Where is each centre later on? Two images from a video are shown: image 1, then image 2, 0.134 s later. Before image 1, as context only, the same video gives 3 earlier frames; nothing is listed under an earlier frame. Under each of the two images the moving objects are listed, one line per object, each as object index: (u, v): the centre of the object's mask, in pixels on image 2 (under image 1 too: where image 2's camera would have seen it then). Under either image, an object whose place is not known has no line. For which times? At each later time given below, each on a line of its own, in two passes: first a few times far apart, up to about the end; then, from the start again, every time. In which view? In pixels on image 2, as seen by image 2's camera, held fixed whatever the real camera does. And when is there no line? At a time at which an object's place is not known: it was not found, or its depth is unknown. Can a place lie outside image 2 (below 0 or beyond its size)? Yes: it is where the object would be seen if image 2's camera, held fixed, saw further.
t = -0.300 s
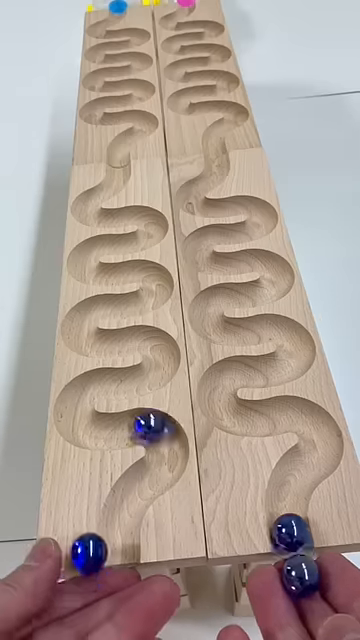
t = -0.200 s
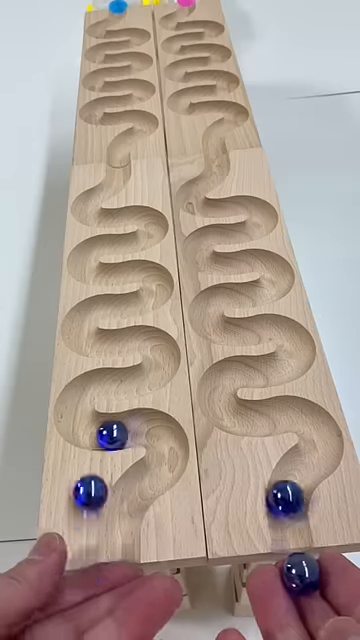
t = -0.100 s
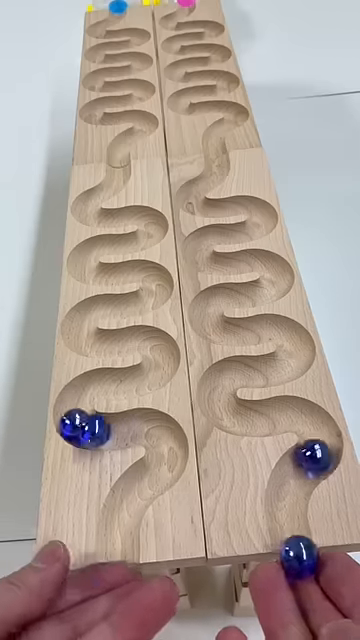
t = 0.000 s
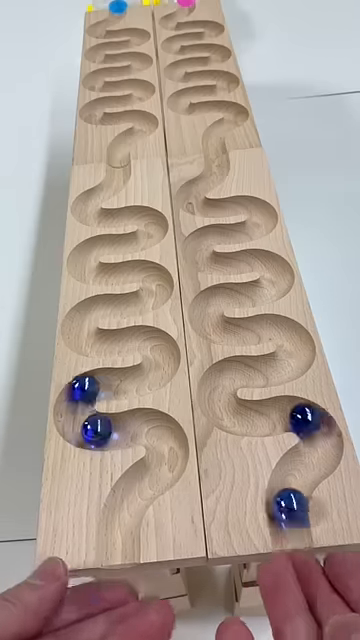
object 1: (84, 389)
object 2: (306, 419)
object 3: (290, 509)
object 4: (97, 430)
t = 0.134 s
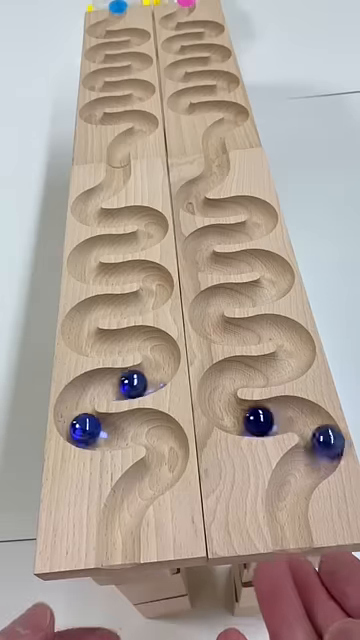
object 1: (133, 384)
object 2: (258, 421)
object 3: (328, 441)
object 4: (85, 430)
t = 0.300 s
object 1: (159, 346)
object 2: (215, 396)
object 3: (262, 421)
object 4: (79, 400)
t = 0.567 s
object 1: (75, 327)
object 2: (293, 359)
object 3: (232, 372)
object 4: (159, 372)
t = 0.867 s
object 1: (160, 284)
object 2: (216, 329)
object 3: (278, 326)
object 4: (85, 340)
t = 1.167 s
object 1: (80, 261)
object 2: (268, 290)
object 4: (154, 296)
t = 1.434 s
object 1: (155, 231)
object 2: (222, 265)
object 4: (99, 275)
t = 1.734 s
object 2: (244, 232)
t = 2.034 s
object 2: (212, 208)
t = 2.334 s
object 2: (215, 170)
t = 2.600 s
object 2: (227, 121)
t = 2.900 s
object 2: (179, 105)
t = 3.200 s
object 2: (227, 85)
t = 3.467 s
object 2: (179, 76)
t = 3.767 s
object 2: (215, 58)
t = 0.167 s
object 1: (145, 378)
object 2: (246, 416)
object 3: (322, 428)
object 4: (82, 424)
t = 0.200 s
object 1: (157, 373)
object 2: (233, 416)
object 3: (303, 417)
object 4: (76, 421)
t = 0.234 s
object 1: (164, 364)
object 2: (222, 412)
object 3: (287, 407)
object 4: (70, 417)
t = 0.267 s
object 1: (164, 357)
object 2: (217, 406)
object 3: (273, 414)
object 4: (73, 409)
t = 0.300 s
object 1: (159, 346)
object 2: (215, 396)
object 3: (262, 421)
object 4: (79, 400)
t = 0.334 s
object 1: (149, 338)
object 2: (215, 383)
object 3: (252, 420)
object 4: (83, 390)
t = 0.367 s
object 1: (135, 339)
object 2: (222, 374)
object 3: (239, 415)
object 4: (92, 384)
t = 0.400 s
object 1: (123, 342)
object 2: (237, 371)
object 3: (225, 413)
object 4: (105, 384)
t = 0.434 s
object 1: (110, 346)
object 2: (249, 369)
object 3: (217, 407)
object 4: (117, 386)
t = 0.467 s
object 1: (98, 345)
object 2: (263, 373)
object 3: (215, 398)
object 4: (127, 385)
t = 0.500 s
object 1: (88, 342)
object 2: (275, 371)
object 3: (216, 385)
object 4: (139, 382)
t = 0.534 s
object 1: (78, 336)
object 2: (284, 366)
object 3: (220, 375)
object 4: (149, 377)
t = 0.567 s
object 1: (75, 327)
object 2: (293, 359)
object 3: (232, 372)
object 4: (159, 372)
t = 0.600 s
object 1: (81, 317)
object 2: (300, 351)
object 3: (247, 372)
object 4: (164, 364)
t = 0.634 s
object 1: (92, 307)
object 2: (298, 343)
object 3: (260, 373)
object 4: (164, 354)
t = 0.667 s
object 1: (106, 305)
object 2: (289, 334)
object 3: (272, 371)
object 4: (158, 343)
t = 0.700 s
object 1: (119, 307)
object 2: (276, 325)
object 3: (283, 367)
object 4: (146, 338)
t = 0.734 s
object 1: (130, 307)
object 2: (262, 326)
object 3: (293, 360)
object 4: (132, 339)
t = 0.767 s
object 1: (140, 304)
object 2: (250, 332)
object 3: (300, 352)
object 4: (118, 344)
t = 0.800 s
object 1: (150, 298)
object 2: (239, 334)
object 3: (298, 345)
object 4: (106, 346)
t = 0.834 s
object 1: (159, 291)
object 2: (228, 333)
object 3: (290, 334)
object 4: (95, 345)
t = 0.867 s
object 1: (160, 284)
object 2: (216, 329)
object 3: (278, 326)
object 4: (85, 340)
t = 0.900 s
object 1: (155, 277)
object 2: (205, 323)
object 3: (264, 326)
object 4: (76, 332)
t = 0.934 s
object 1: (145, 270)
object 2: (202, 318)
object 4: (76, 323)
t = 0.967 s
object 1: (131, 270)
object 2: (207, 307)
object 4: (85, 314)
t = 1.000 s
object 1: (120, 274)
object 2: (211, 298)
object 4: (97, 306)
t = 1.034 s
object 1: (109, 276)
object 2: (223, 294)
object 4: (111, 305)
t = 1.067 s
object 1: (99, 275)
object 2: (236, 295)
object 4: (123, 308)
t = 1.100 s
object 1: (89, 272)
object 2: (248, 296)
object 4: (133, 307)
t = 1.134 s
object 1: (80, 267)
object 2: (258, 294)
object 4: (143, 302)
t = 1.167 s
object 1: (80, 261)
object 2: (268, 290)
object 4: (154, 296)
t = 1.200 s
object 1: (87, 252)
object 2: (277, 285)
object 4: (160, 289)
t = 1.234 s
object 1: (95, 244)
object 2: (281, 277)
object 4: (159, 283)
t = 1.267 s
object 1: (106, 243)
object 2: (277, 270)
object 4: (152, 275)
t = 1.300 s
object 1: (117, 245)
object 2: (267, 262)
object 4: (142, 269)
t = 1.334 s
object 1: (128, 244)
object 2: (255, 258)
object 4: (130, 271)
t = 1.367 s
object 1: (138, 241)
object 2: (243, 261)
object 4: (118, 275)
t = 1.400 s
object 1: (148, 237)
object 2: (232, 265)
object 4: (108, 276)
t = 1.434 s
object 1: (155, 231)
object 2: (222, 265)
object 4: (99, 275)
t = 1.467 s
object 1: (155, 226)
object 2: (211, 263)
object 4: (89, 272)
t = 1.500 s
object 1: (149, 219)
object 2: (201, 260)
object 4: (80, 267)
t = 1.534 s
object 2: (194, 253)
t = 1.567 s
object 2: (196, 247)
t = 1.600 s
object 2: (202, 238)
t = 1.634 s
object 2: (212, 232)
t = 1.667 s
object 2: (225, 233)
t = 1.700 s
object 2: (235, 234)
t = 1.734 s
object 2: (244, 232)
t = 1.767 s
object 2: (253, 229)
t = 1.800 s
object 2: (262, 224)
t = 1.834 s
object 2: (266, 219)
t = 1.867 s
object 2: (262, 213)
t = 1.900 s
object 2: (253, 206)
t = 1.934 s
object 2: (243, 203)
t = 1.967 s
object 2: (232, 205)
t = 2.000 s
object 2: (222, 208)
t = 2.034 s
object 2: (212, 208)
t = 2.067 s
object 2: (203, 207)
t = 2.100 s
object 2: (193, 204)
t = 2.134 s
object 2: (188, 200)
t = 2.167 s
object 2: (189, 195)
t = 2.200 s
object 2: (195, 187)
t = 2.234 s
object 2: (202, 182)
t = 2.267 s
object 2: (210, 178)
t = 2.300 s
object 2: (215, 174)
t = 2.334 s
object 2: (215, 170)
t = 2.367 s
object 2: (218, 163)
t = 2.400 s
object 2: (219, 157)
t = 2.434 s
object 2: (216, 151)
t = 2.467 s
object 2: (213, 146)
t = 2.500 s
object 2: (213, 139)
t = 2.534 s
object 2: (213, 132)
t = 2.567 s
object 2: (217, 124)
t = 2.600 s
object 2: (227, 121)
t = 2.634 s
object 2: (239, 115)
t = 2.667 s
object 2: (239, 110)
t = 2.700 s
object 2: (230, 108)
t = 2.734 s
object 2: (216, 104)
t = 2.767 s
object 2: (206, 105)
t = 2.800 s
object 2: (197, 108)
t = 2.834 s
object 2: (189, 108)
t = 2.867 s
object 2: (184, 107)
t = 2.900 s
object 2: (179, 105)
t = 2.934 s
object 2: (177, 103)
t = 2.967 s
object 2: (178, 100)
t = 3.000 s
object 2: (184, 94)
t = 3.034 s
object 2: (192, 90)
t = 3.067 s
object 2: (200, 90)
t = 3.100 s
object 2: (210, 89)
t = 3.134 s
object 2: (219, 88)
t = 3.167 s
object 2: (226, 86)
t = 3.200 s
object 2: (227, 85)
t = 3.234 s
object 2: (229, 82)
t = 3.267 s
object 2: (226, 77)
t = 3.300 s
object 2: (219, 76)
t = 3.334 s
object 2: (208, 73)
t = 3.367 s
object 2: (199, 74)
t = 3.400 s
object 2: (191, 75)
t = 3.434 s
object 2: (183, 76)
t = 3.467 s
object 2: (179, 76)
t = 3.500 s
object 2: (176, 74)
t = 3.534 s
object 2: (173, 71)
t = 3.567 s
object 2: (173, 69)
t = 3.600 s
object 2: (178, 66)
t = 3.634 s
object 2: (185, 62)
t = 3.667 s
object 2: (192, 60)
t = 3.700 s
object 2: (200, 60)
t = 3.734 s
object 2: (208, 60)
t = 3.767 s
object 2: (215, 58)
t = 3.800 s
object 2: (219, 57)
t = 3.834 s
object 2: (221, 55)
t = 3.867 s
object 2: (222, 52)
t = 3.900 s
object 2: (216, 49)
